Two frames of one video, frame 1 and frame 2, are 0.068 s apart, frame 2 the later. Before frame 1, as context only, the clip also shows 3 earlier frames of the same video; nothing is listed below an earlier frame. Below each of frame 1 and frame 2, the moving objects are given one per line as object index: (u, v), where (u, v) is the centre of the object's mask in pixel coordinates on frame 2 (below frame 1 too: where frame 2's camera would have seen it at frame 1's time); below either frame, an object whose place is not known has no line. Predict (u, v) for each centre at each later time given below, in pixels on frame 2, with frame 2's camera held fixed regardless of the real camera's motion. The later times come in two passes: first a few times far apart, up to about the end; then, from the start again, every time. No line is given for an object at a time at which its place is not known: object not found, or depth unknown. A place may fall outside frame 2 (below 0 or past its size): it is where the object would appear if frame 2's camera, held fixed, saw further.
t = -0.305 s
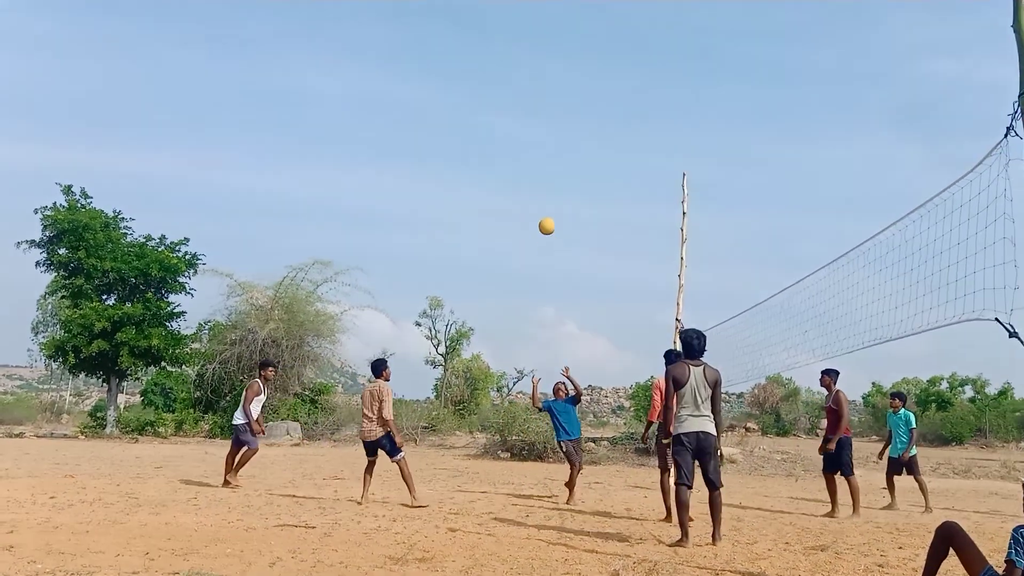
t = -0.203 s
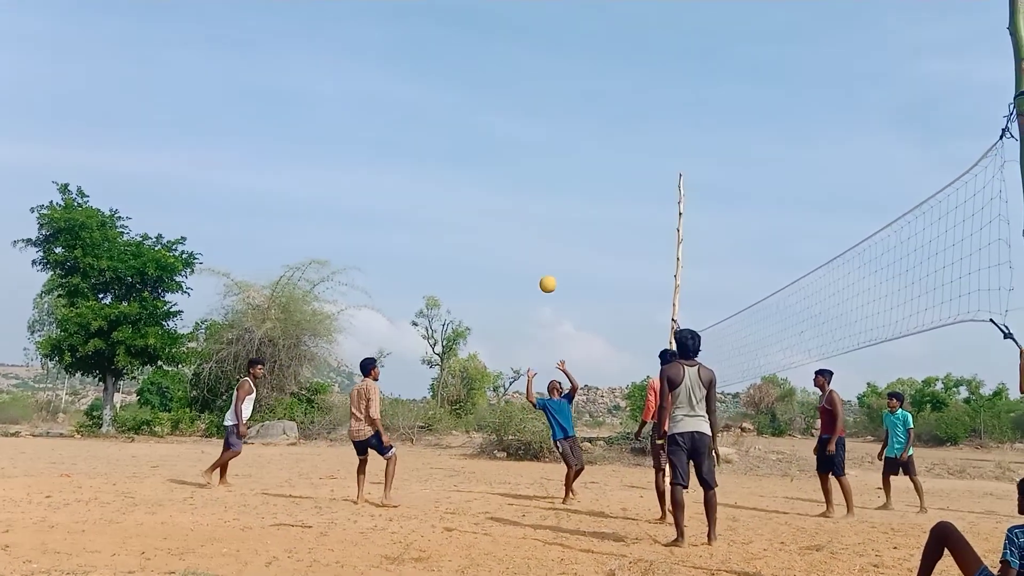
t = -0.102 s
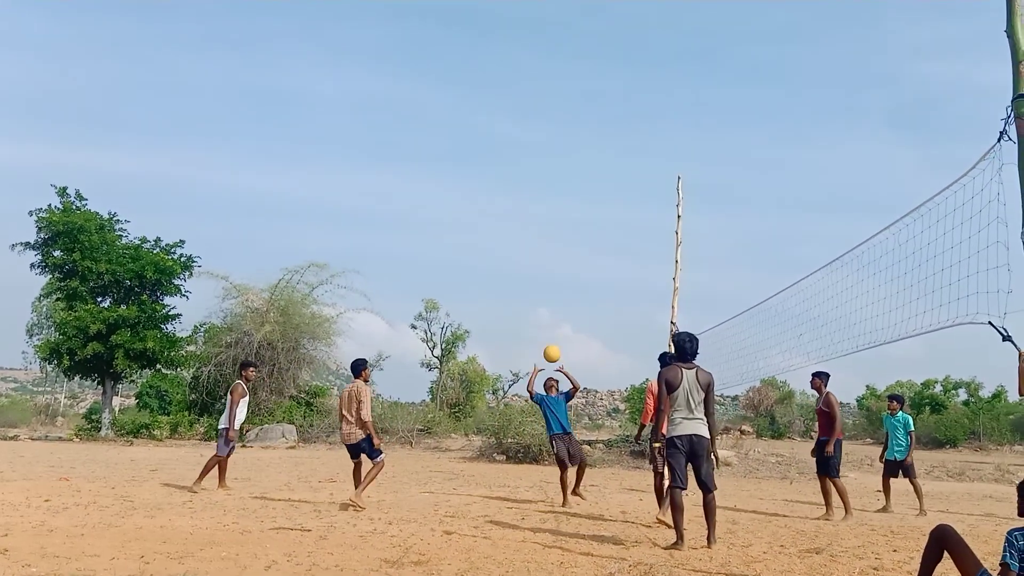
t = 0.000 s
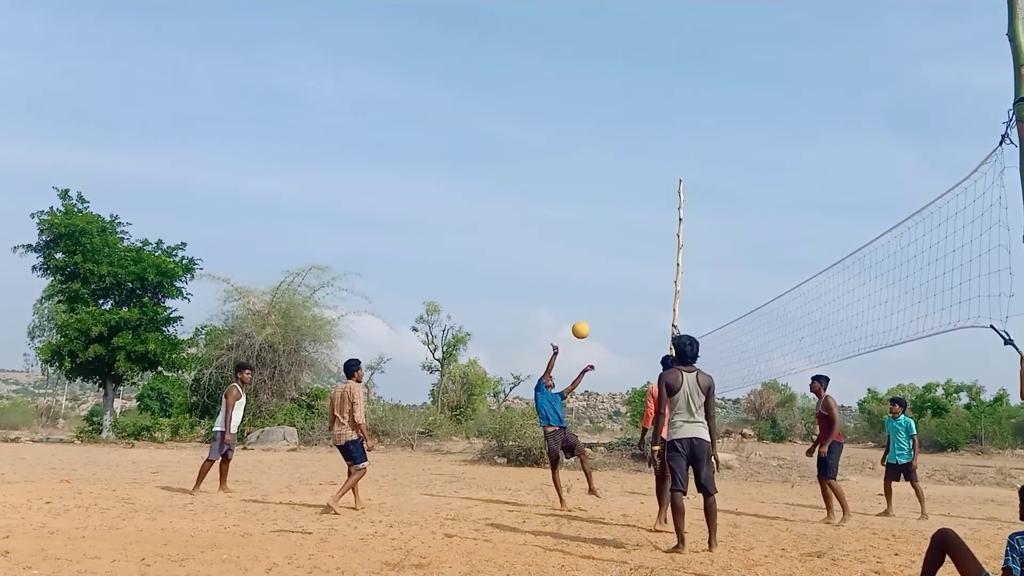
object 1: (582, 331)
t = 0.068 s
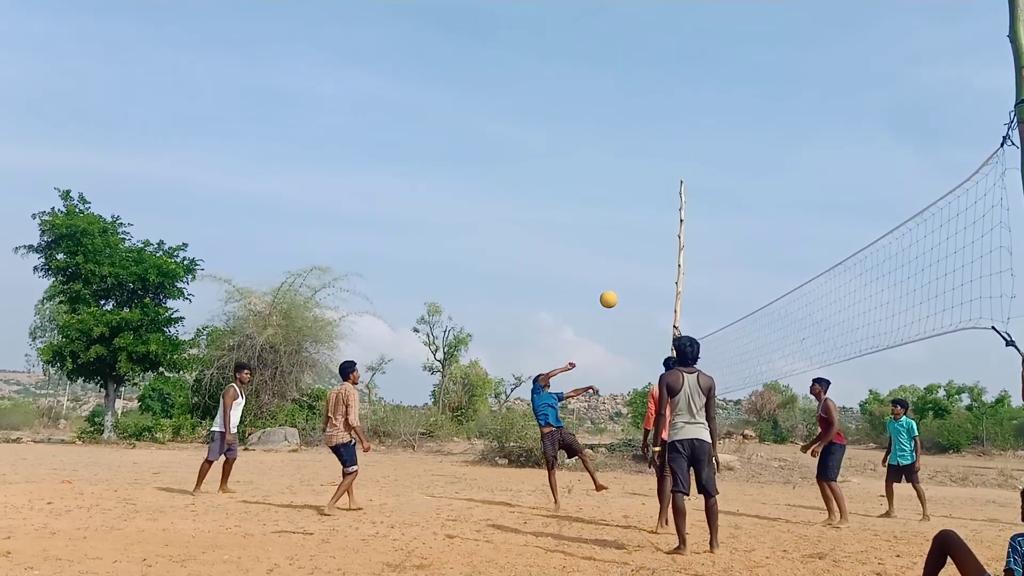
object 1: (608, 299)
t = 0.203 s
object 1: (663, 245)
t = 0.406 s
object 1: (751, 188)
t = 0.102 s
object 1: (622, 285)
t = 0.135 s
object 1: (636, 271)
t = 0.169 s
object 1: (649, 257)
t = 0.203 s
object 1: (663, 245)
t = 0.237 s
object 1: (678, 233)
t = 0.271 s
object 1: (692, 223)
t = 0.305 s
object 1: (706, 213)
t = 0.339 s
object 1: (721, 203)
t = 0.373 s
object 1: (736, 195)
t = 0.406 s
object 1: (751, 188)
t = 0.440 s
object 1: (766, 181)
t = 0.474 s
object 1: (782, 176)
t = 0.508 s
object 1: (798, 172)
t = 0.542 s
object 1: (815, 168)
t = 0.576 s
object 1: (831, 164)
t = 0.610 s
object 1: (847, 162)
